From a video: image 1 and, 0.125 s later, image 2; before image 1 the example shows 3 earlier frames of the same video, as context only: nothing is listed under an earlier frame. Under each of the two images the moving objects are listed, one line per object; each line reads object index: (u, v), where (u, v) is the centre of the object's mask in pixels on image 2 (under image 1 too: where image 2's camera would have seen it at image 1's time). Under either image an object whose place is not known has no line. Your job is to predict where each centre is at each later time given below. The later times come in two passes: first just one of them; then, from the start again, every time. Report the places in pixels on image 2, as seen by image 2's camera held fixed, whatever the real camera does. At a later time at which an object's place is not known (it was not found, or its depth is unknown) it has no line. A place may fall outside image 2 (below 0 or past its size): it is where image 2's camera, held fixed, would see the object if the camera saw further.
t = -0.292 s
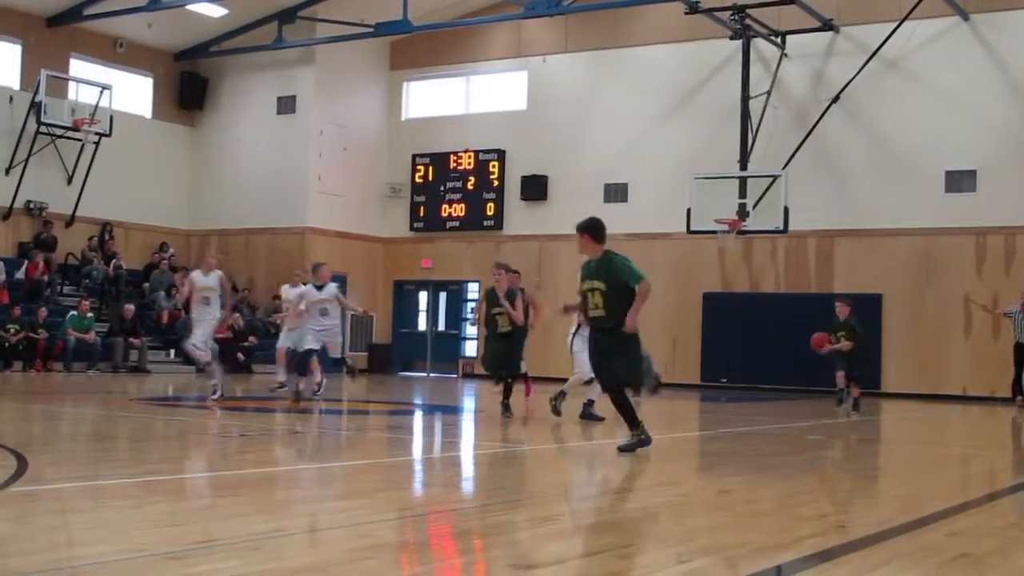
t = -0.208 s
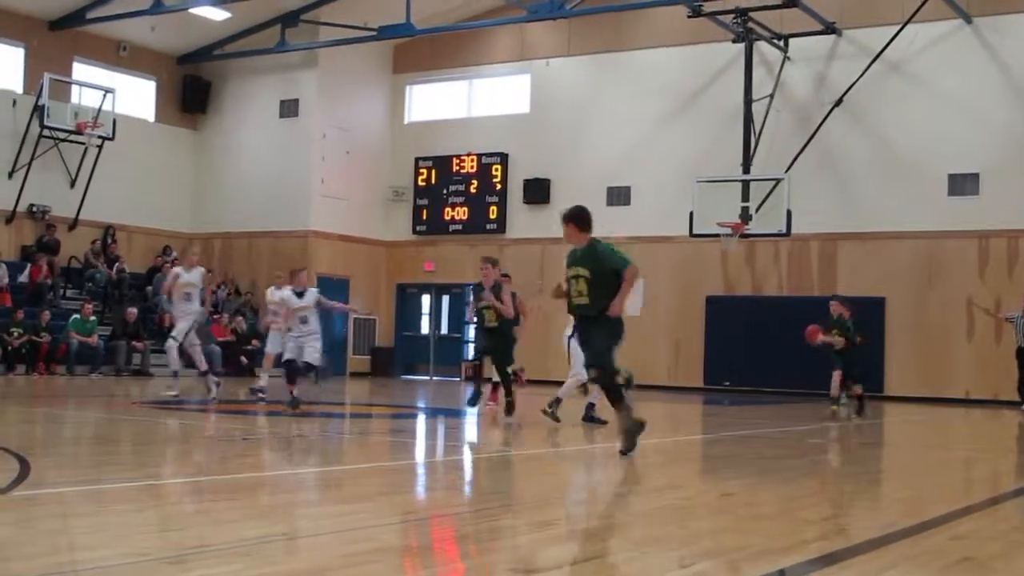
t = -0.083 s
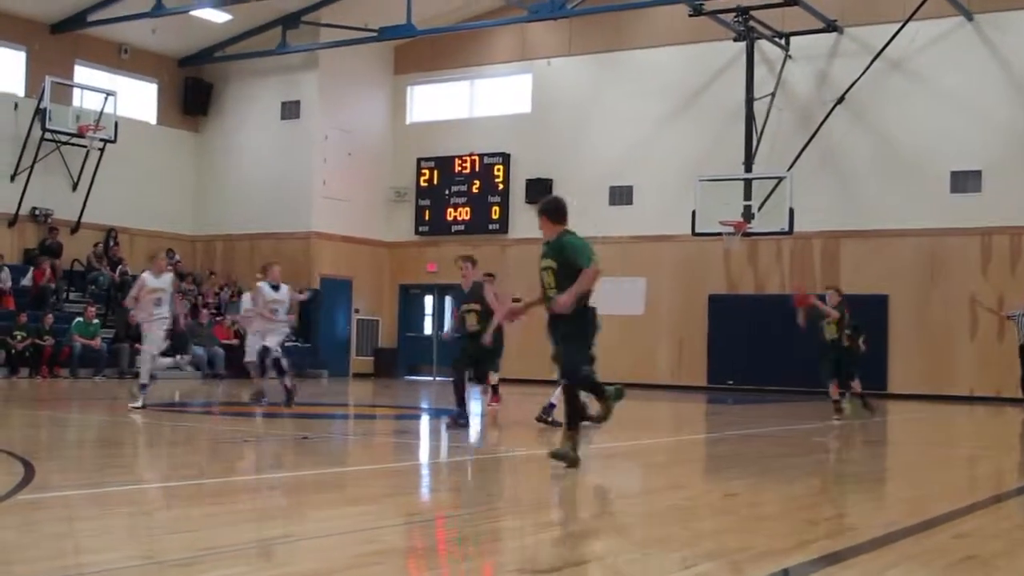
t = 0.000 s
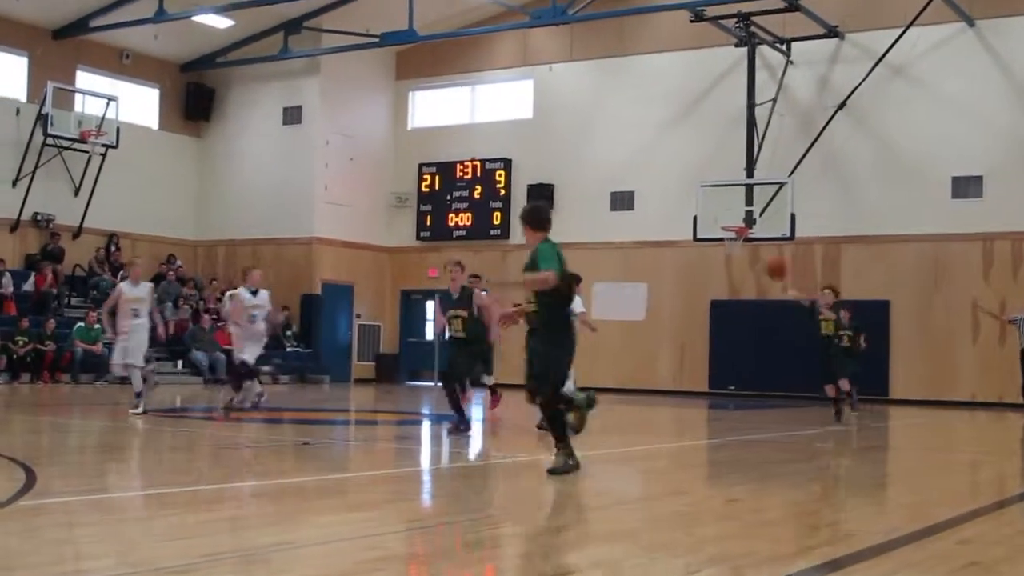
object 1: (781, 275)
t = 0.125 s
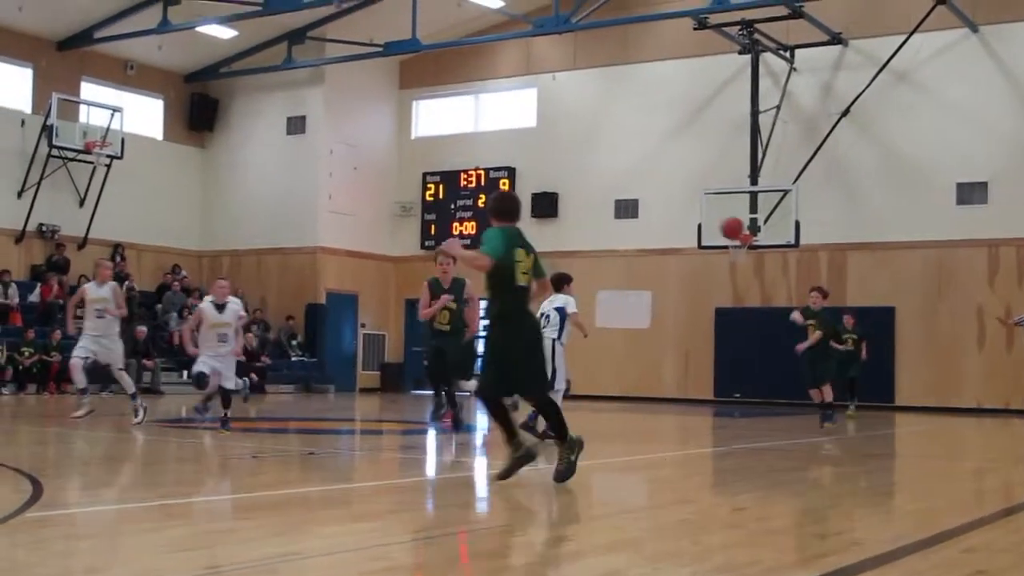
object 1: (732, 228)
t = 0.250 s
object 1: (674, 187)
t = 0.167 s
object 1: (714, 214)
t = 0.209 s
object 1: (694, 200)
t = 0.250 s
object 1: (674, 187)
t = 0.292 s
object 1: (651, 175)
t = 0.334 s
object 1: (629, 164)
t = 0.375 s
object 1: (603, 155)
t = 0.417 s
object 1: (576, 147)
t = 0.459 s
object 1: (546, 140)
